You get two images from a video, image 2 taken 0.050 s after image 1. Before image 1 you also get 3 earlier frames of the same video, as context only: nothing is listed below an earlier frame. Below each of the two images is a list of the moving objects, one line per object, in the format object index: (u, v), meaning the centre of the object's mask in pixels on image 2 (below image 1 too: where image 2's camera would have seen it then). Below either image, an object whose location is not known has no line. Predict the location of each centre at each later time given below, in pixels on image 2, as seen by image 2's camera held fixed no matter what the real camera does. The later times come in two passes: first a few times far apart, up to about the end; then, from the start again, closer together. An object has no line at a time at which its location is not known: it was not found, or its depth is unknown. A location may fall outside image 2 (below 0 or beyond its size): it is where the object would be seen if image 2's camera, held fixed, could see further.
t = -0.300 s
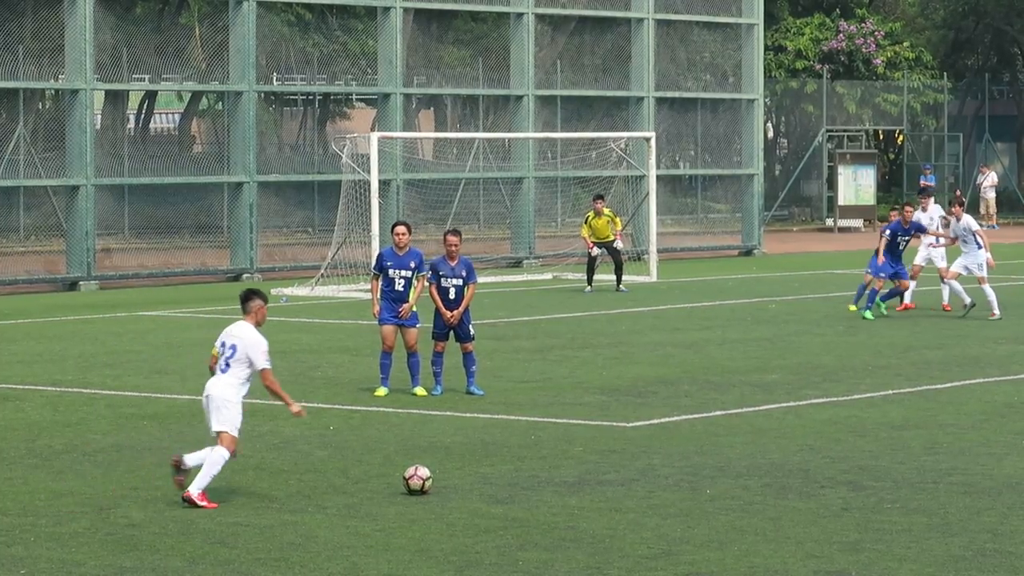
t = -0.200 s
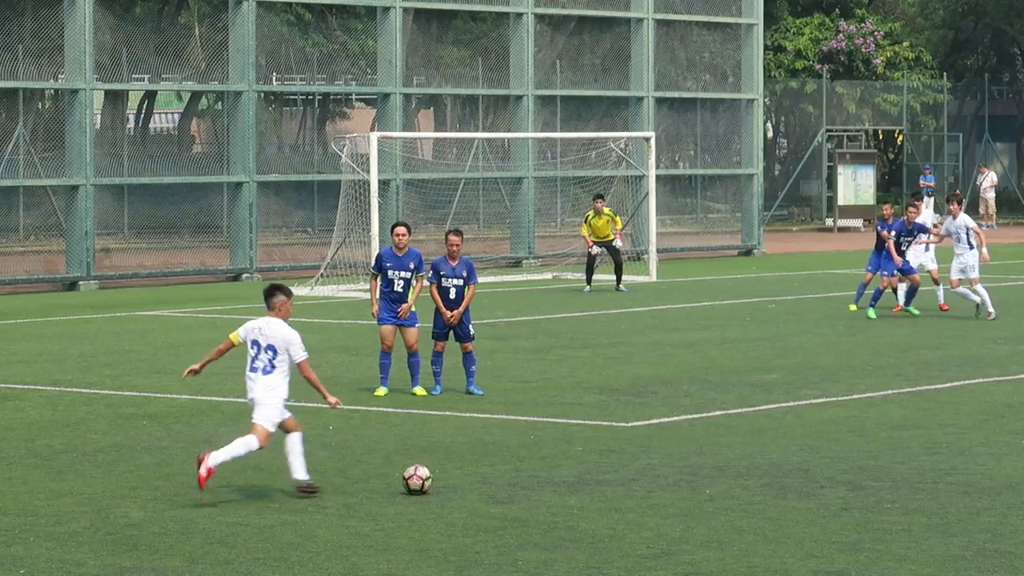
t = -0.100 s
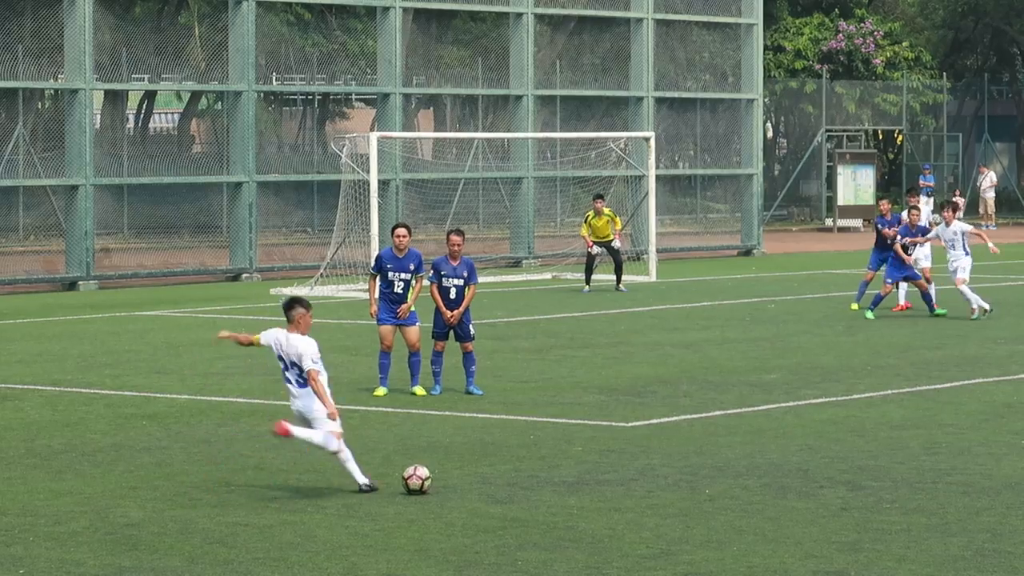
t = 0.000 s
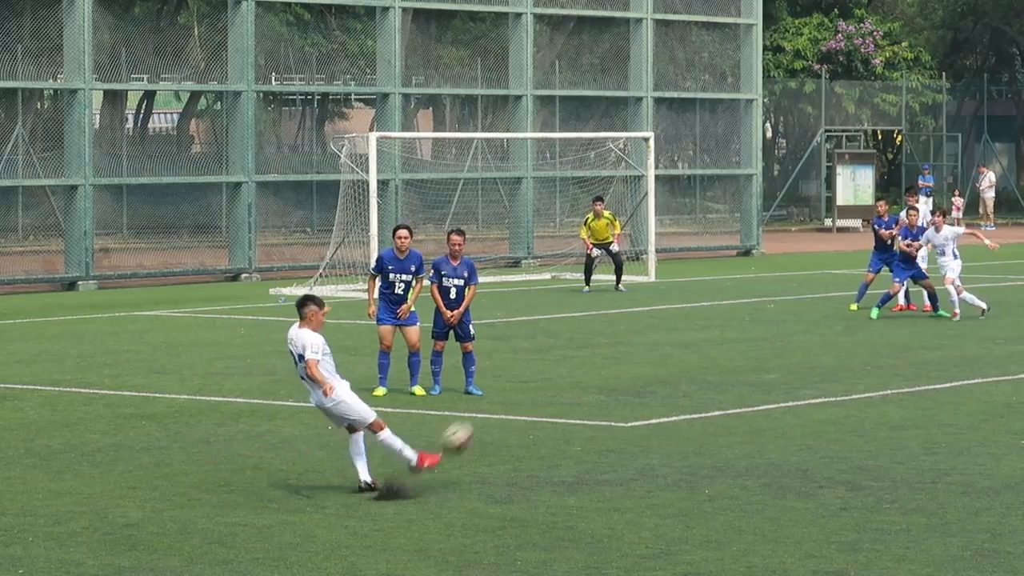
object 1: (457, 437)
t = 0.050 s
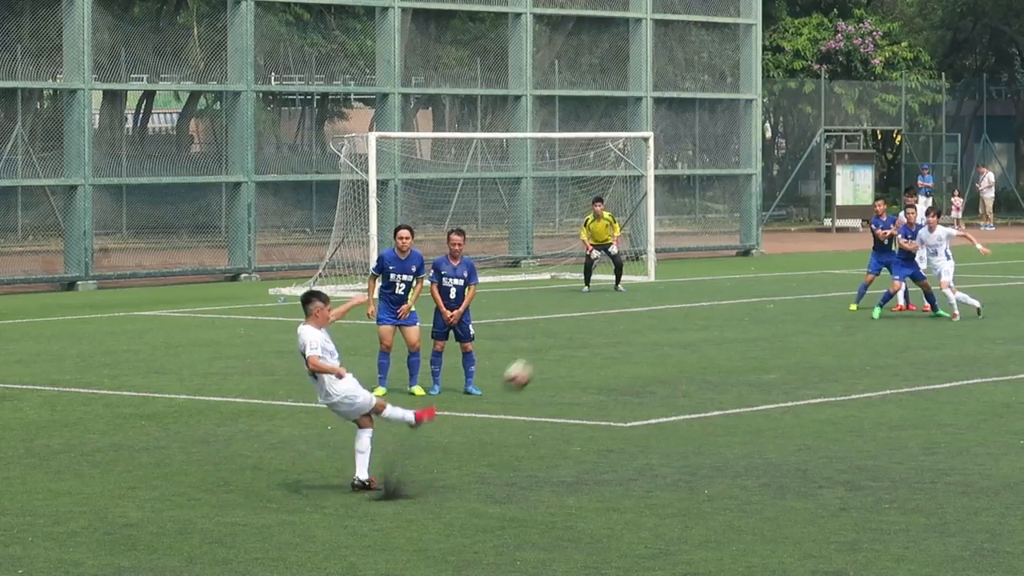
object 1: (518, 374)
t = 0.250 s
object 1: (705, 188)
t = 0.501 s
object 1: (846, 56)
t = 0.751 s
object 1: (930, -1)
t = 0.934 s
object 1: (967, -11)
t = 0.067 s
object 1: (535, 356)
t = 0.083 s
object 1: (555, 337)
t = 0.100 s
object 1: (573, 320)
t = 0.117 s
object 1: (589, 302)
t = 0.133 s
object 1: (606, 288)
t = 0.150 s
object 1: (622, 269)
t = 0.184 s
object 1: (650, 241)
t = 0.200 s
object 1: (665, 226)
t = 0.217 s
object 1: (678, 213)
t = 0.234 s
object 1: (691, 200)
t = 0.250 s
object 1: (705, 188)
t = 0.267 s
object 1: (717, 176)
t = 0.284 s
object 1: (728, 165)
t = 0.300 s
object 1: (739, 154)
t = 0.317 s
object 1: (748, 144)
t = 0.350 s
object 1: (771, 124)
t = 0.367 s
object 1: (779, 114)
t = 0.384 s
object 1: (790, 106)
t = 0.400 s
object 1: (799, 98)
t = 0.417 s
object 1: (807, 90)
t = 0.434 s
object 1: (815, 83)
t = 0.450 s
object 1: (823, 76)
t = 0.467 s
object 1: (830, 70)
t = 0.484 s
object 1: (838, 63)
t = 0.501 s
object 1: (846, 56)
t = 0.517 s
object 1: (852, 51)
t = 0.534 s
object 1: (860, 44)
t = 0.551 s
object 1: (867, 40)
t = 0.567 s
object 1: (873, 34)
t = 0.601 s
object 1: (885, 26)
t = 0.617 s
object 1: (890, 22)
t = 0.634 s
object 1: (896, 18)
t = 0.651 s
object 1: (900, 14)
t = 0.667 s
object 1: (906, 11)
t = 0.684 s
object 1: (912, 9)
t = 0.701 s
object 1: (917, 6)
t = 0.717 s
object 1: (921, 3)
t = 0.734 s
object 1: (926, 0)
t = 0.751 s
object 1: (930, -1)
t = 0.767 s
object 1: (934, -3)
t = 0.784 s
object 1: (939, -5)
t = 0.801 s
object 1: (942, -6)
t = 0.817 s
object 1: (945, -7)
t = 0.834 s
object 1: (949, -7)
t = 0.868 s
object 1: (957, -10)
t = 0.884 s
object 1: (960, -11)
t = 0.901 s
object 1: (963, -11)
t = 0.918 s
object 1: (965, -11)
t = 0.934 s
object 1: (967, -11)
